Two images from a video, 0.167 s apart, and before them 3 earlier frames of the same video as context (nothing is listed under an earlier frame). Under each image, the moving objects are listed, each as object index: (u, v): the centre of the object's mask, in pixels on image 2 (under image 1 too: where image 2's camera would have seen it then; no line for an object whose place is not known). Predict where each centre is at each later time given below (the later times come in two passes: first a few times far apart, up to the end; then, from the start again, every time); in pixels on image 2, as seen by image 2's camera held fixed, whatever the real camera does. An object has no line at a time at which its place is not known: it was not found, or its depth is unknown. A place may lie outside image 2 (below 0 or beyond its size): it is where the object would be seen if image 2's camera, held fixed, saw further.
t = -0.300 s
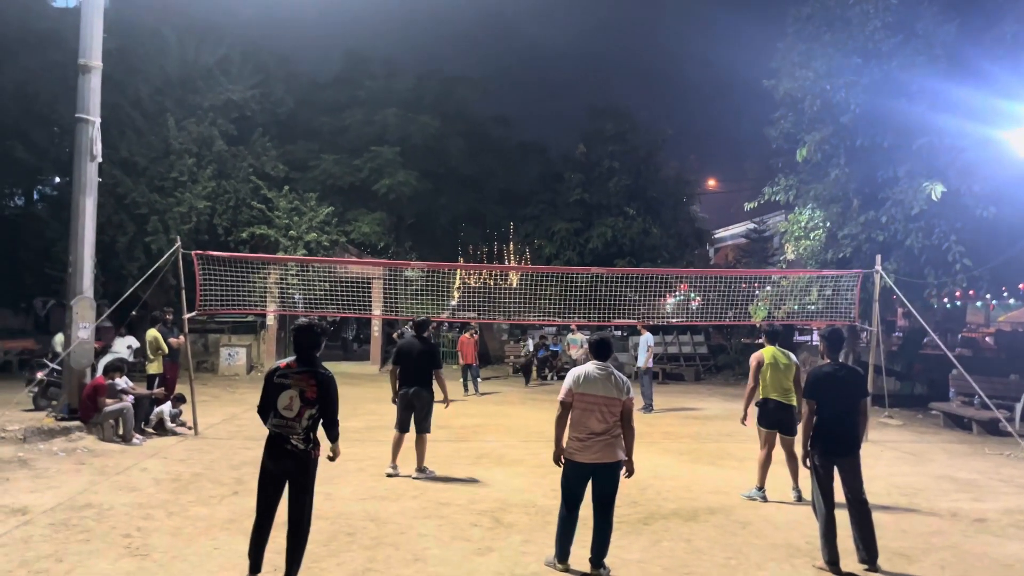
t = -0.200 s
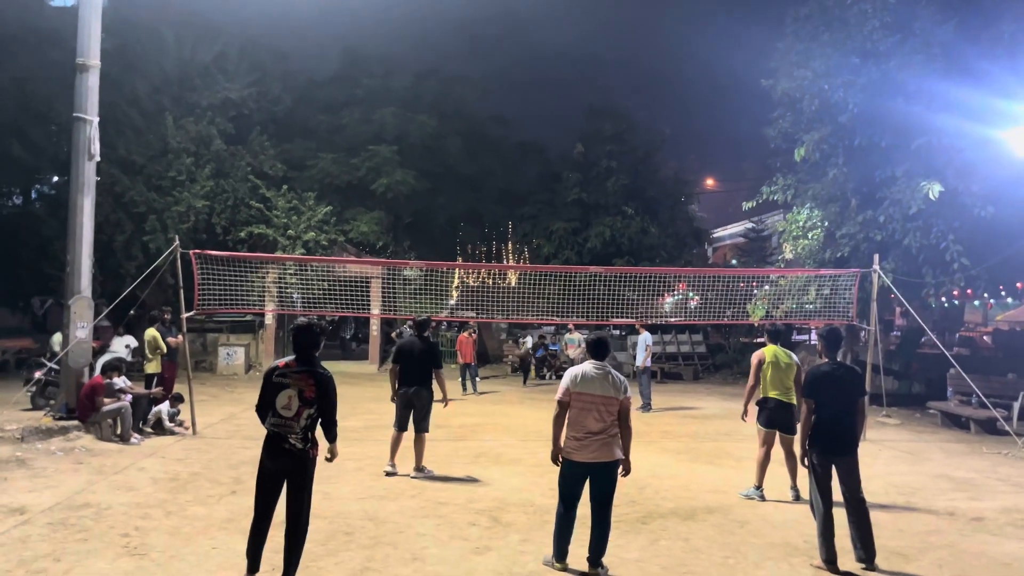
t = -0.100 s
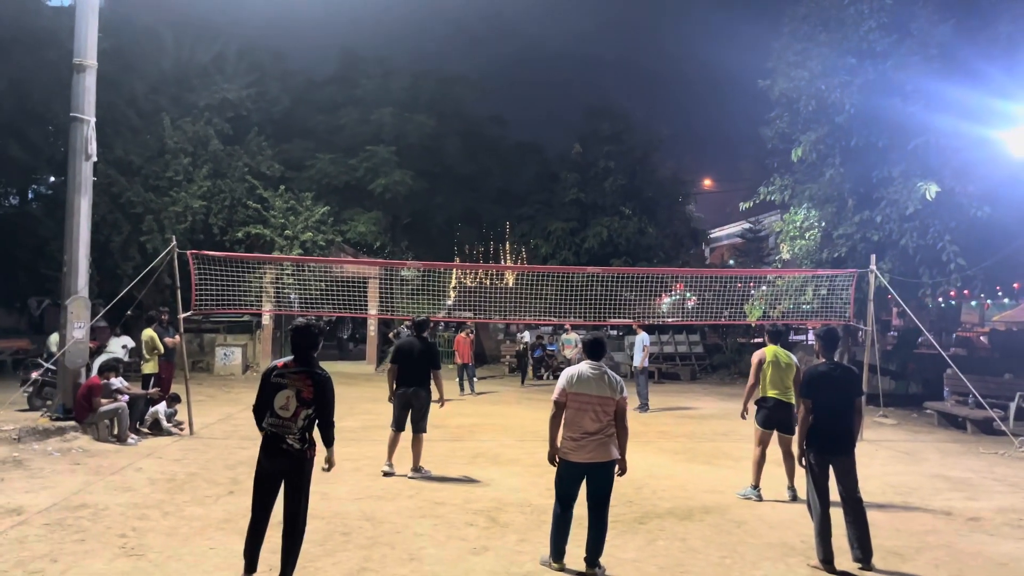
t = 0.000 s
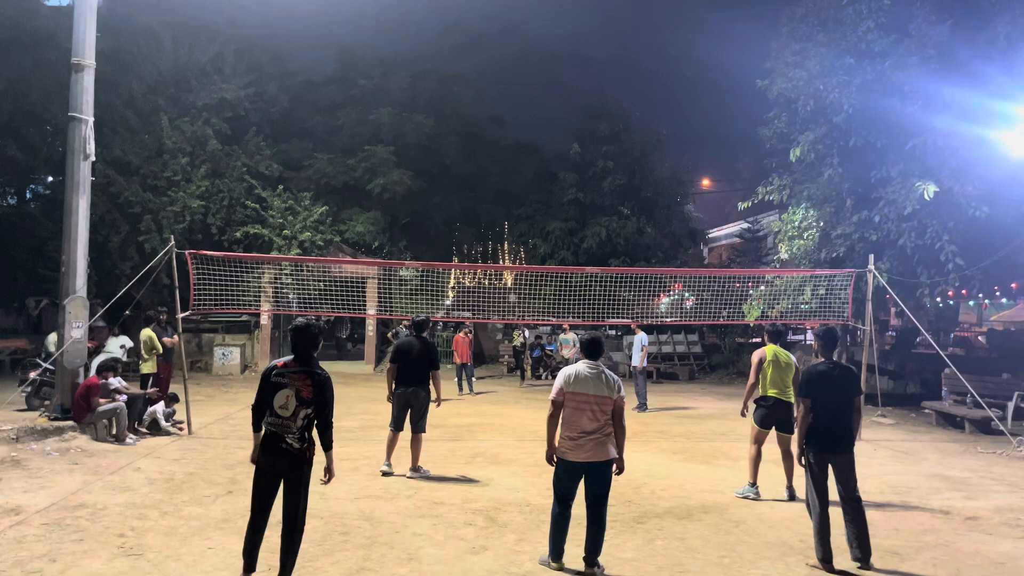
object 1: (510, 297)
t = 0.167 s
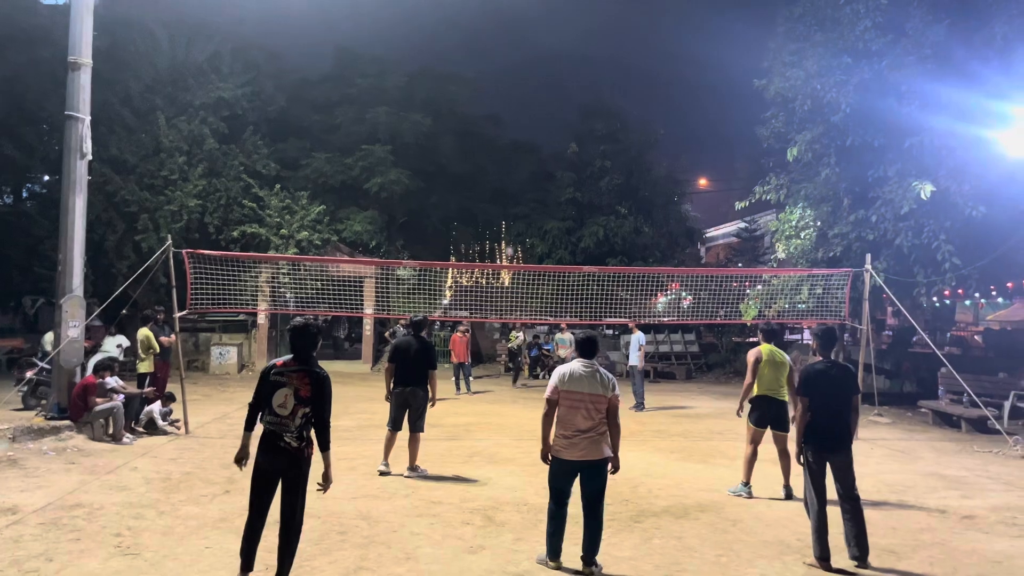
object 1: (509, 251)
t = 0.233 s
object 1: (509, 235)
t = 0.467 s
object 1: (508, 187)
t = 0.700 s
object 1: (503, 159)
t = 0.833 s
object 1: (500, 158)
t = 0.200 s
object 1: (509, 243)
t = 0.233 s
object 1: (509, 235)
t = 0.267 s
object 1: (509, 228)
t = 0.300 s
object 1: (508, 220)
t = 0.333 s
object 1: (509, 213)
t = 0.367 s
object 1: (508, 206)
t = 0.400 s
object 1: (508, 199)
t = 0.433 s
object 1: (508, 193)
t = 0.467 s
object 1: (508, 187)
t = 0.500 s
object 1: (507, 181)
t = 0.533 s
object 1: (507, 176)
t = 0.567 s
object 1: (506, 171)
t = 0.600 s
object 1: (506, 168)
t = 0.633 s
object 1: (505, 164)
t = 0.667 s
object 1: (504, 162)
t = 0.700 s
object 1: (503, 159)
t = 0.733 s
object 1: (503, 158)
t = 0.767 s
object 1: (502, 157)
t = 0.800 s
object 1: (501, 157)
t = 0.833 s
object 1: (500, 158)
